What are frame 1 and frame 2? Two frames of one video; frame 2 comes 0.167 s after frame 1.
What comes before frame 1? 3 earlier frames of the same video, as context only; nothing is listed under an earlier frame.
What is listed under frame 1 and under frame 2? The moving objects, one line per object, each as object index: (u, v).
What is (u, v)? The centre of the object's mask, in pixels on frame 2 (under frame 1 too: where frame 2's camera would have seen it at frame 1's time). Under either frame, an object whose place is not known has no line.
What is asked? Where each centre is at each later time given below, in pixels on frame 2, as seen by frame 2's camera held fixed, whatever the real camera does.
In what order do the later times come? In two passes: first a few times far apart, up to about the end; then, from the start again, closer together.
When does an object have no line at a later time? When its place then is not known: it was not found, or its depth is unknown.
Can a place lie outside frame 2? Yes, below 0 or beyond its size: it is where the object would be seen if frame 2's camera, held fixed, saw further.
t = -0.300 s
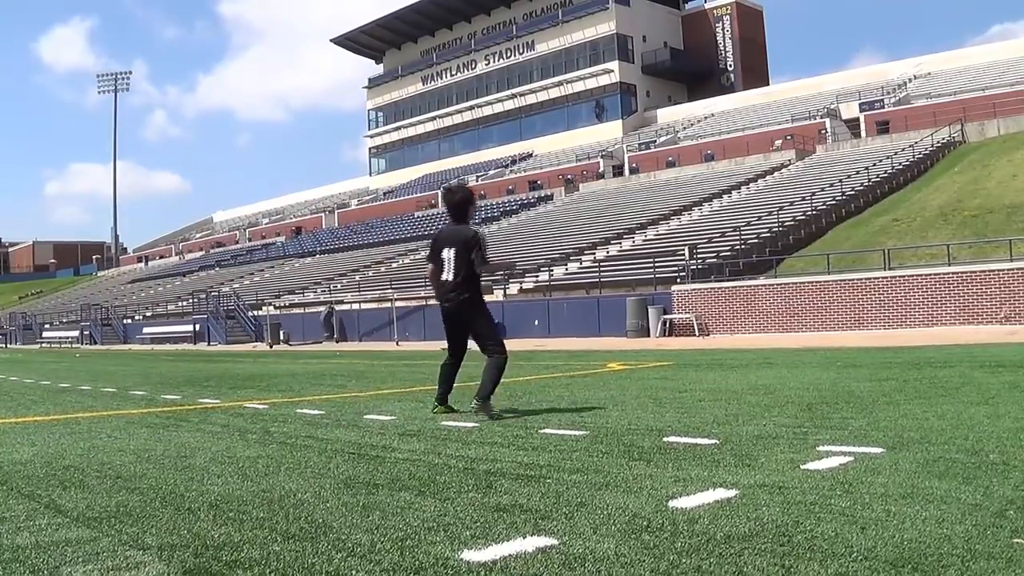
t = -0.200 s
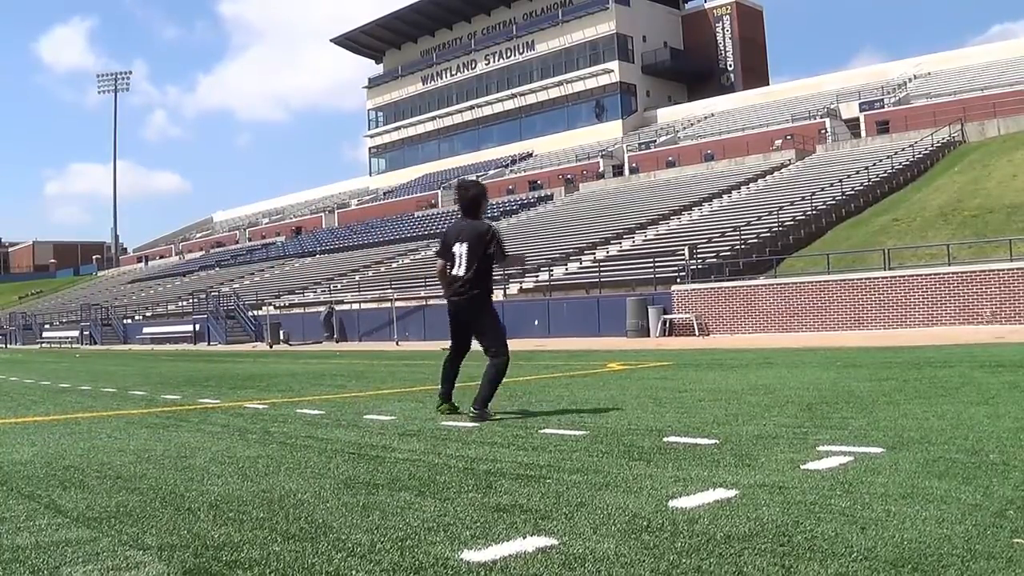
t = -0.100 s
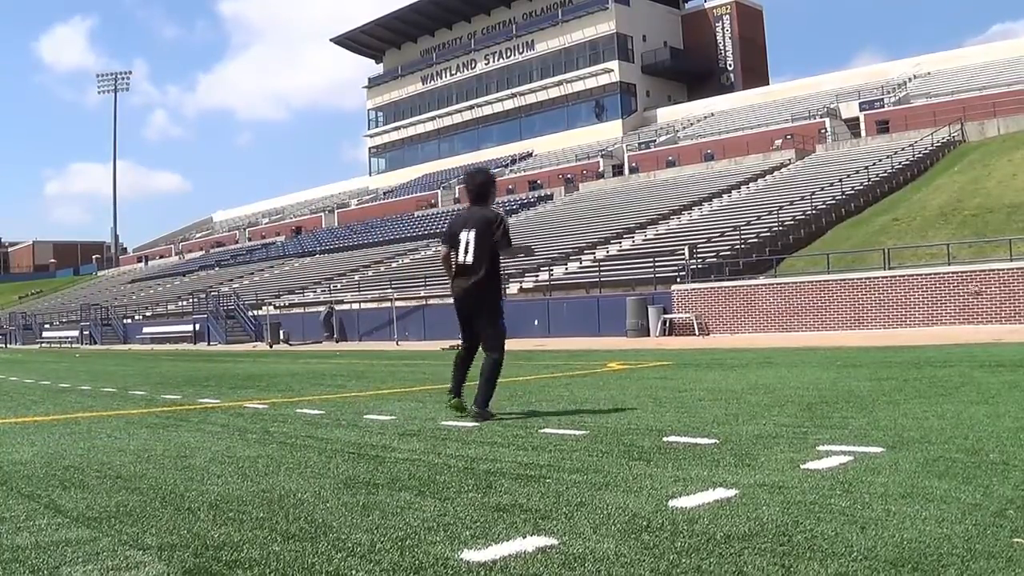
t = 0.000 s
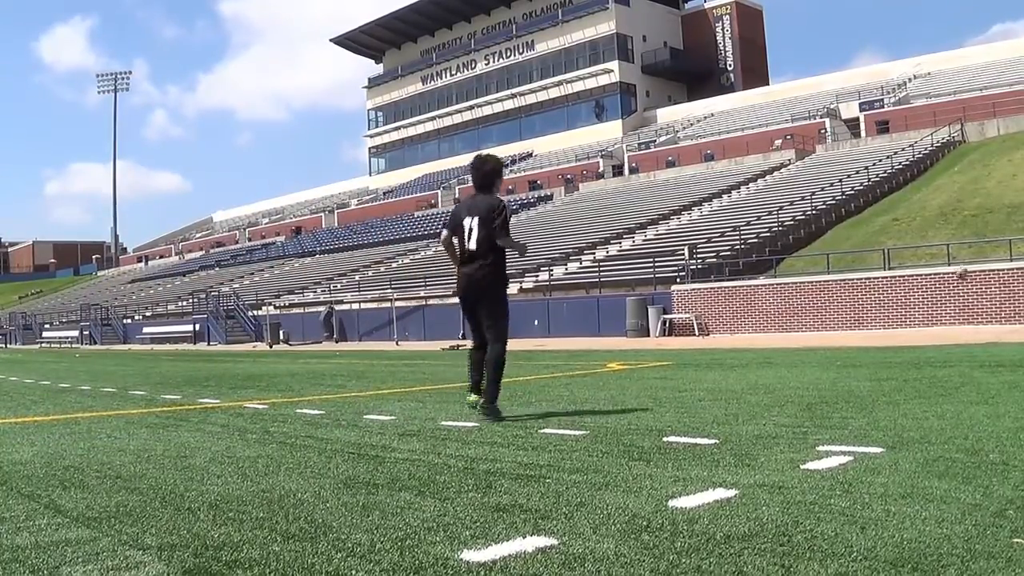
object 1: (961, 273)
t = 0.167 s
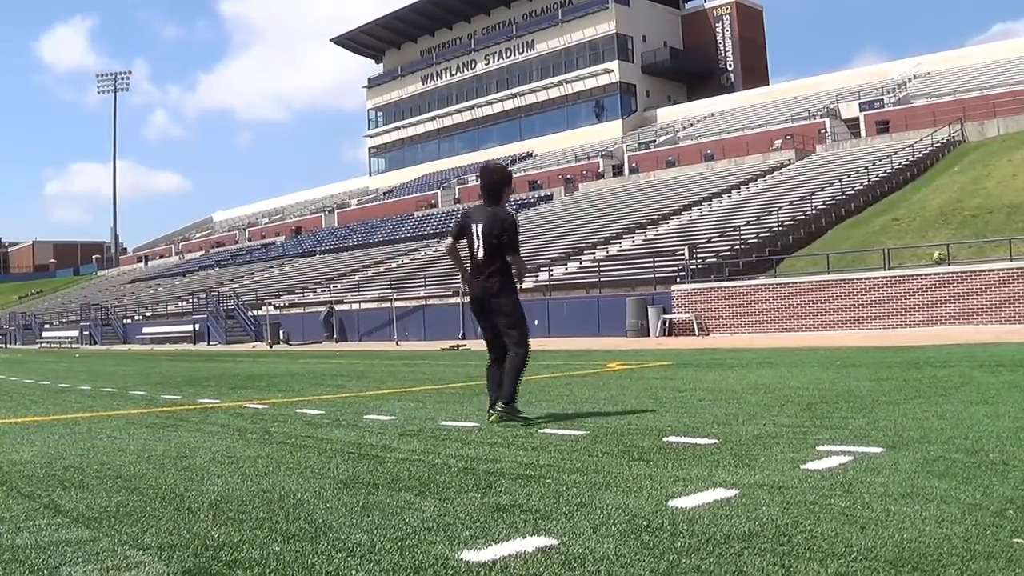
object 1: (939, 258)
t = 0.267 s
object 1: (926, 259)
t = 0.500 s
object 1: (901, 298)
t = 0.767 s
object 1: (861, 324)
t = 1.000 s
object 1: (814, 296)
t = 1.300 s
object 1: (746, 353)
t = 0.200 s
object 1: (934, 257)
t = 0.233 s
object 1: (931, 257)
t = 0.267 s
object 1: (926, 259)
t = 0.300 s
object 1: (922, 261)
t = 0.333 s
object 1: (918, 265)
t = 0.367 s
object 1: (915, 269)
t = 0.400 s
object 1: (911, 274)
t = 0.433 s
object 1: (907, 281)
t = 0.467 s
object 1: (904, 289)
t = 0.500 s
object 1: (901, 298)
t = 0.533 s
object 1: (897, 308)
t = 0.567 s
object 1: (893, 321)
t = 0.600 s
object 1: (889, 334)
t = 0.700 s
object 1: (874, 340)
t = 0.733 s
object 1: (868, 332)
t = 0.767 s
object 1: (861, 324)
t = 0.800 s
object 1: (854, 316)
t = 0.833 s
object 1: (847, 310)
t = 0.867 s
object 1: (840, 305)
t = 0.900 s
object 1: (834, 301)
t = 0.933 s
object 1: (828, 298)
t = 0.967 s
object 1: (820, 296)
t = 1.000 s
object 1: (814, 296)
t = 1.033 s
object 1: (806, 296)
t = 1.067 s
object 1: (798, 298)
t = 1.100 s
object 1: (791, 301)
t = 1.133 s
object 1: (784, 305)
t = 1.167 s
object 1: (776, 311)
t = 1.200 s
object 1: (769, 320)
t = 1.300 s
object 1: (746, 353)
